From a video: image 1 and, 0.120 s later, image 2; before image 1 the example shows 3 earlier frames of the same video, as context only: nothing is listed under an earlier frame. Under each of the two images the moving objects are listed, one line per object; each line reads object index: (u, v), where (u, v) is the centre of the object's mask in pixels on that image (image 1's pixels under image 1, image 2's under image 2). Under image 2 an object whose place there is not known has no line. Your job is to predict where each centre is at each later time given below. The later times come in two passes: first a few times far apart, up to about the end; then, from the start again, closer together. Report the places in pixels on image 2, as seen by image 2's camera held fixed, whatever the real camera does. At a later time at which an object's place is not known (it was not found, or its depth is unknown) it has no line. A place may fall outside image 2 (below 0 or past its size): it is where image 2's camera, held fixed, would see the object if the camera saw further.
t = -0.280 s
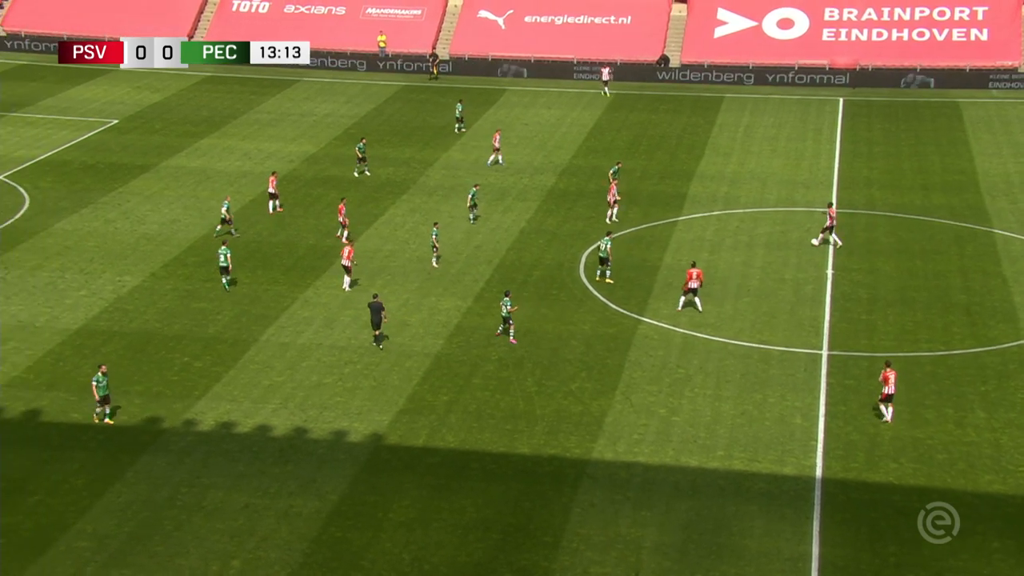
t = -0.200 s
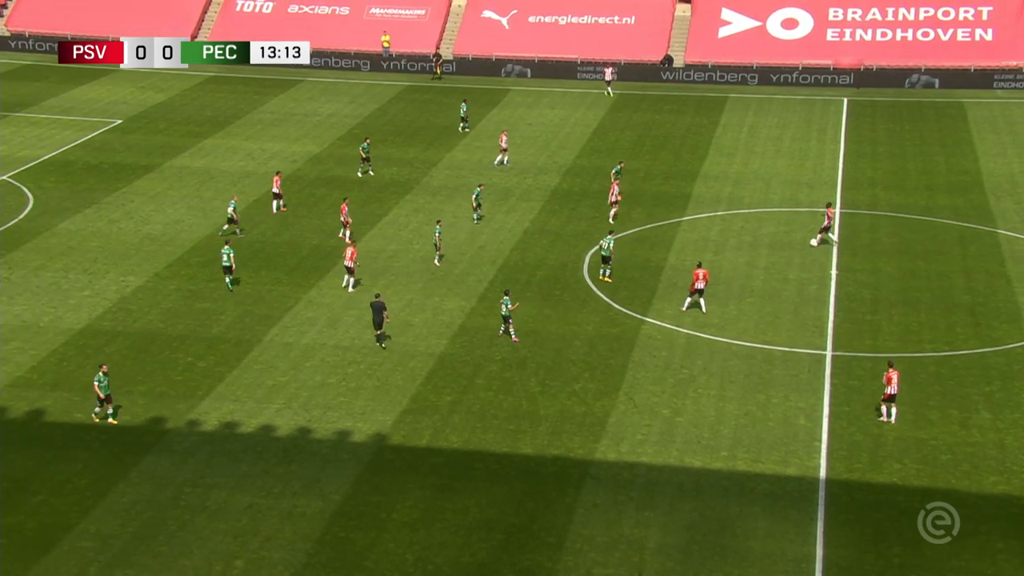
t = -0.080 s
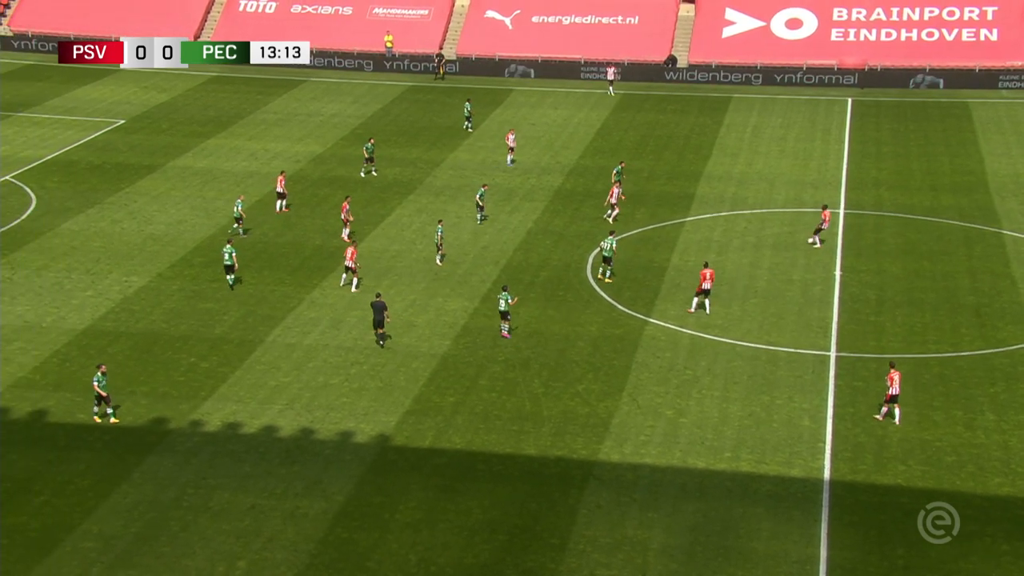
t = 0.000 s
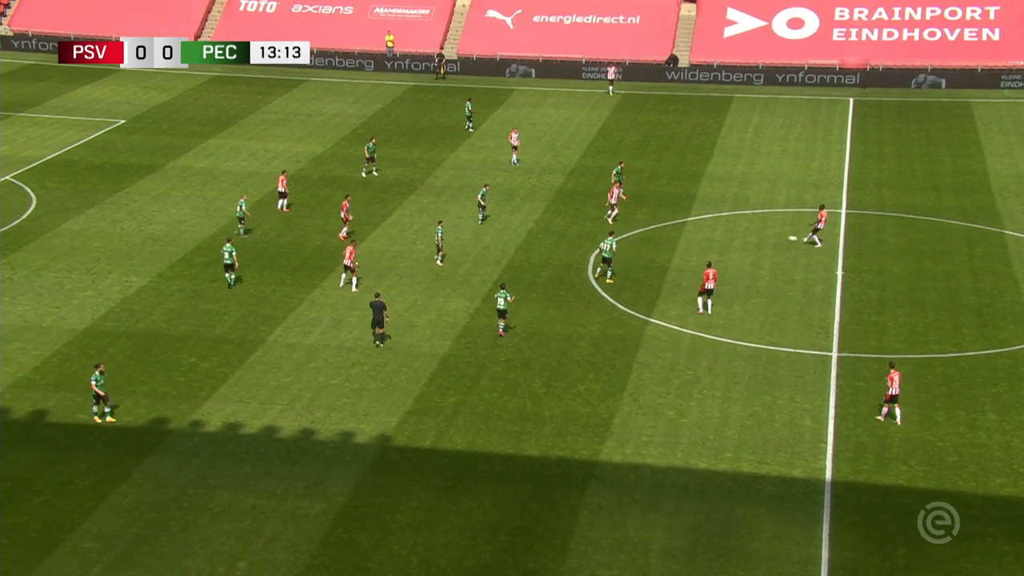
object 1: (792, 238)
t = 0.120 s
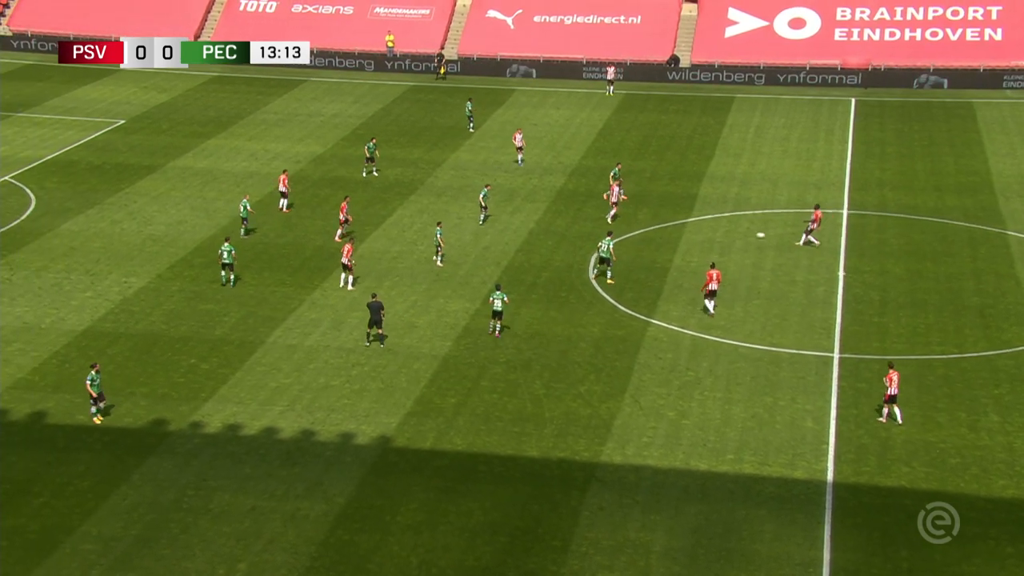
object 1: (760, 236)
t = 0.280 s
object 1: (721, 231)
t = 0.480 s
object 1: (679, 225)
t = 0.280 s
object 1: (721, 231)
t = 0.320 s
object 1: (712, 229)
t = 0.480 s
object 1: (679, 225)
